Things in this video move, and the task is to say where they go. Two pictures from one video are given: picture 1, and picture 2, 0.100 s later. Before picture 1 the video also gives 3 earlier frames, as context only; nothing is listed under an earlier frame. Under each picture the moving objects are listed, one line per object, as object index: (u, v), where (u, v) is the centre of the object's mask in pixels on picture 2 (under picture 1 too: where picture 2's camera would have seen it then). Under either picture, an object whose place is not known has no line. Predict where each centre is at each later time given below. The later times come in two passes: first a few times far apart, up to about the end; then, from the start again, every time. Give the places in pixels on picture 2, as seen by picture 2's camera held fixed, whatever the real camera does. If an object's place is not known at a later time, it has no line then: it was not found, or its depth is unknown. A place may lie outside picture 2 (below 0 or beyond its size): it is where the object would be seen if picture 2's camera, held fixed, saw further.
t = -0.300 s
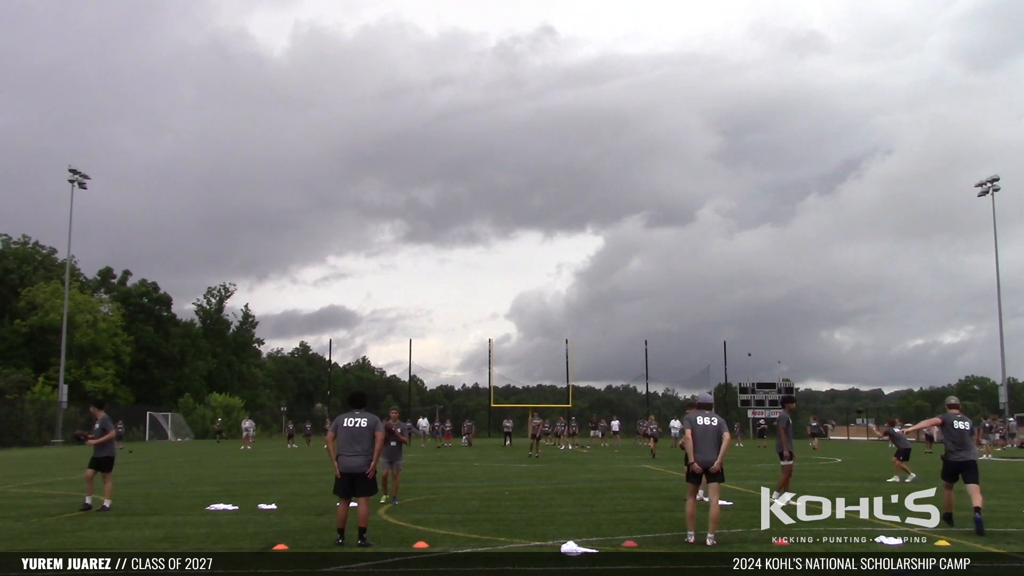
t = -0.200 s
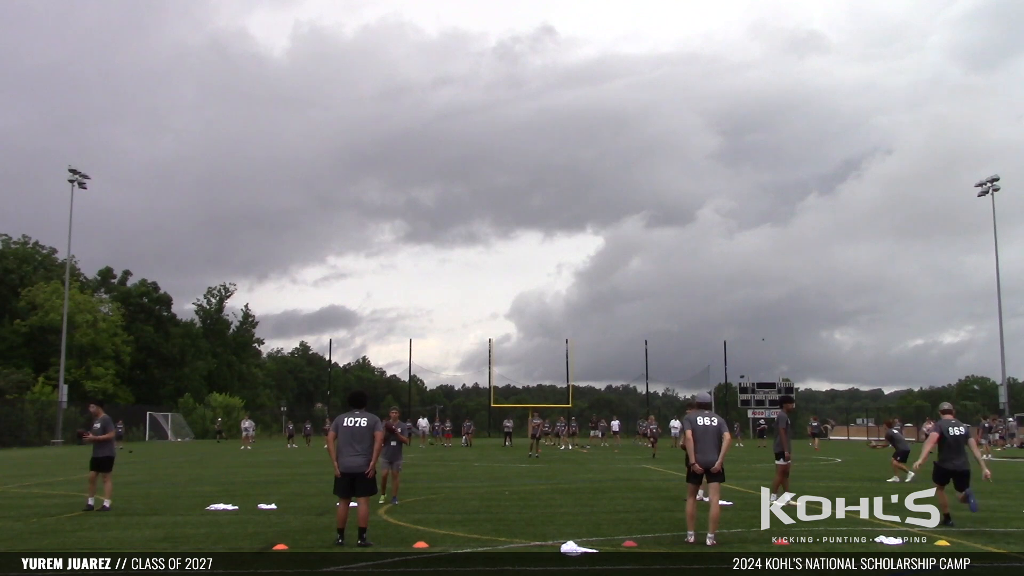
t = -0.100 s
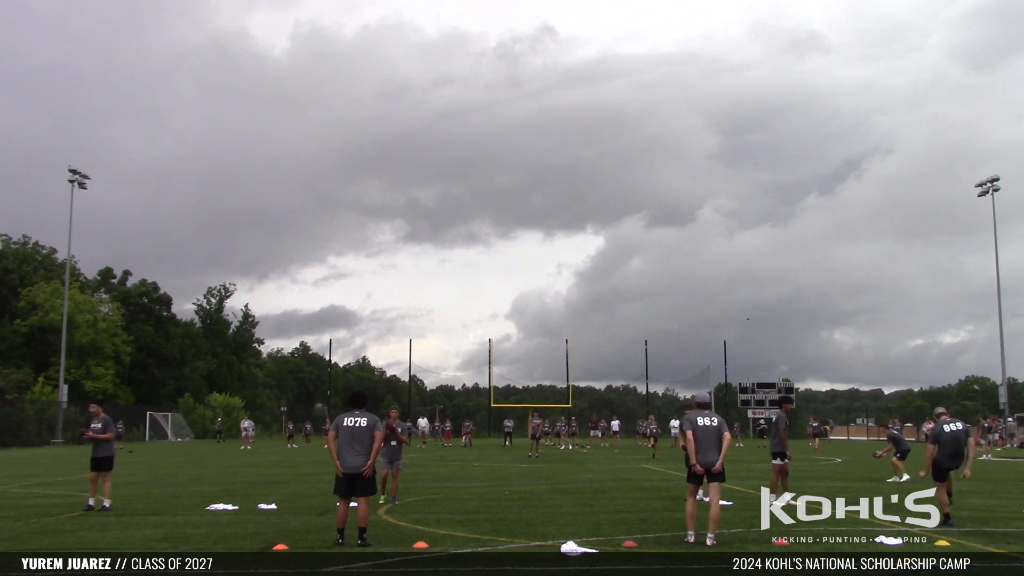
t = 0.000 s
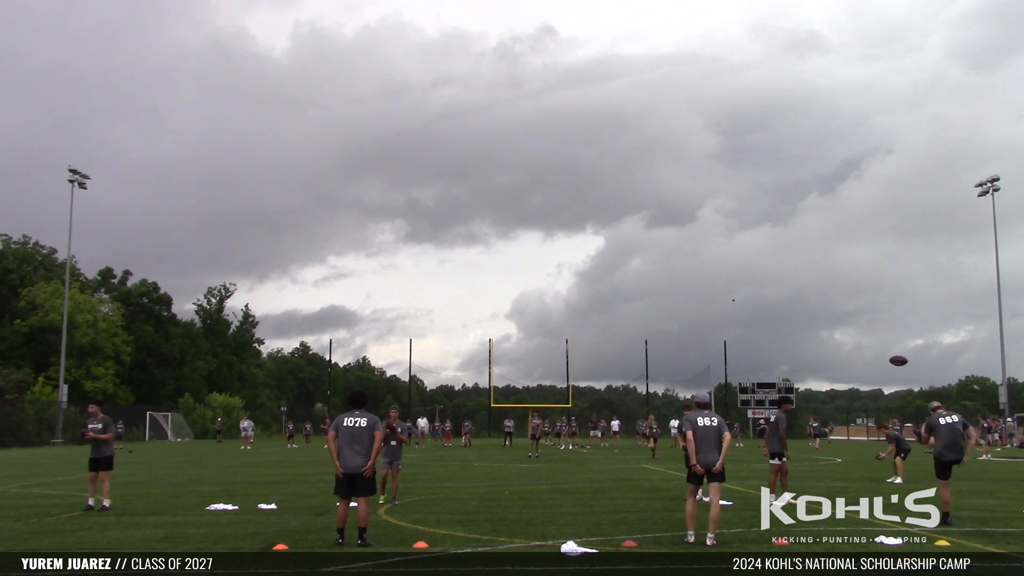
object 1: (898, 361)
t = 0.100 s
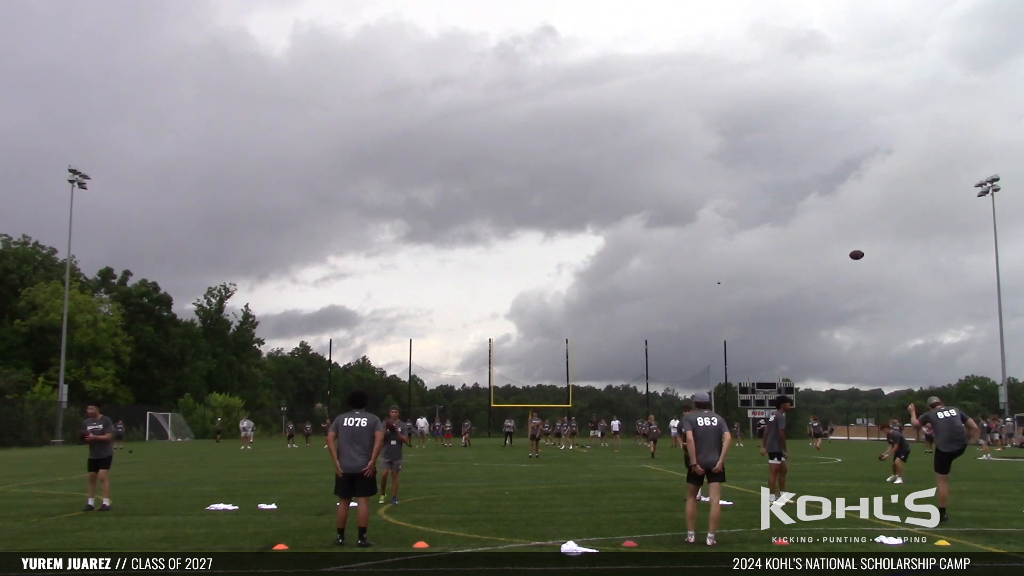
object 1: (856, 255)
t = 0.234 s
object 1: (809, 155)
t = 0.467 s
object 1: (740, 50)
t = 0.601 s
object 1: (707, 13)
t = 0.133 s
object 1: (844, 226)
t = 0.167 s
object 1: (832, 200)
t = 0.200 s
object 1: (820, 177)
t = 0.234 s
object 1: (809, 155)
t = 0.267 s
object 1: (799, 136)
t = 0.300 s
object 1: (788, 118)
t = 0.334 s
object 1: (778, 102)
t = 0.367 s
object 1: (768, 86)
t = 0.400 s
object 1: (759, 73)
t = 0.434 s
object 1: (750, 61)
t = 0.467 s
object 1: (740, 50)
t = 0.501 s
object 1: (732, 39)
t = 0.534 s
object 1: (724, 30)
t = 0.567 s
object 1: (715, 21)
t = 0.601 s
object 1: (707, 13)
